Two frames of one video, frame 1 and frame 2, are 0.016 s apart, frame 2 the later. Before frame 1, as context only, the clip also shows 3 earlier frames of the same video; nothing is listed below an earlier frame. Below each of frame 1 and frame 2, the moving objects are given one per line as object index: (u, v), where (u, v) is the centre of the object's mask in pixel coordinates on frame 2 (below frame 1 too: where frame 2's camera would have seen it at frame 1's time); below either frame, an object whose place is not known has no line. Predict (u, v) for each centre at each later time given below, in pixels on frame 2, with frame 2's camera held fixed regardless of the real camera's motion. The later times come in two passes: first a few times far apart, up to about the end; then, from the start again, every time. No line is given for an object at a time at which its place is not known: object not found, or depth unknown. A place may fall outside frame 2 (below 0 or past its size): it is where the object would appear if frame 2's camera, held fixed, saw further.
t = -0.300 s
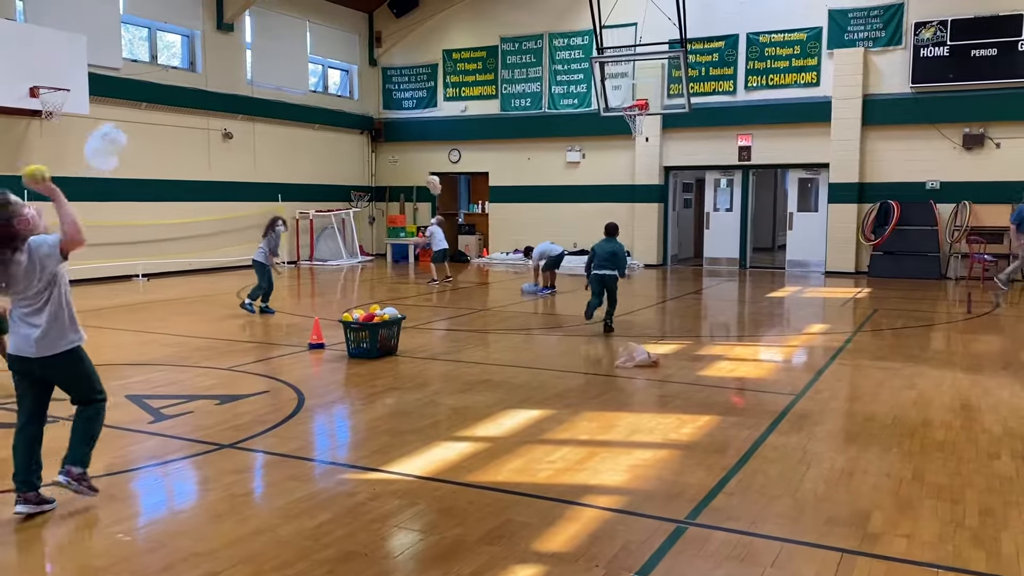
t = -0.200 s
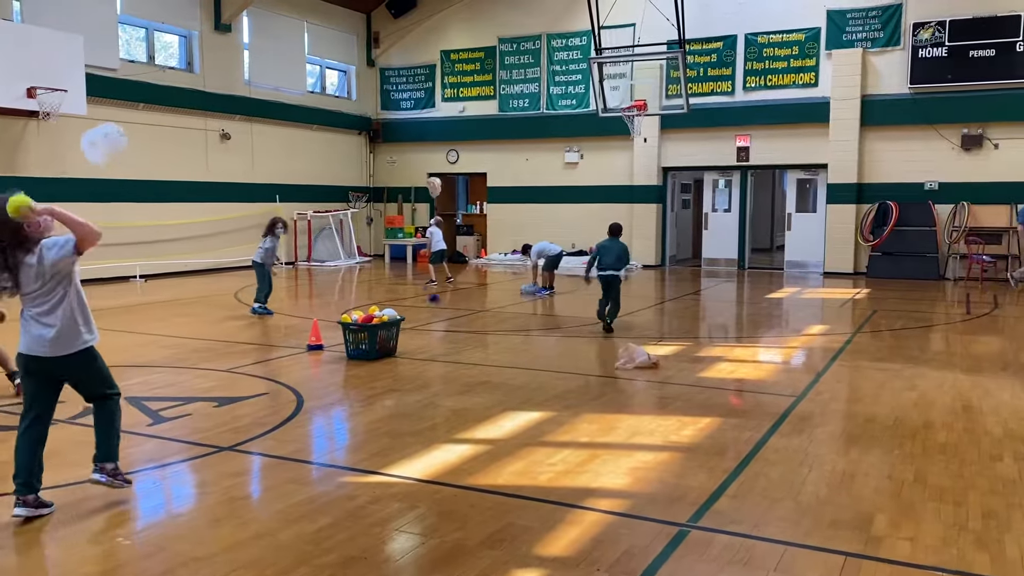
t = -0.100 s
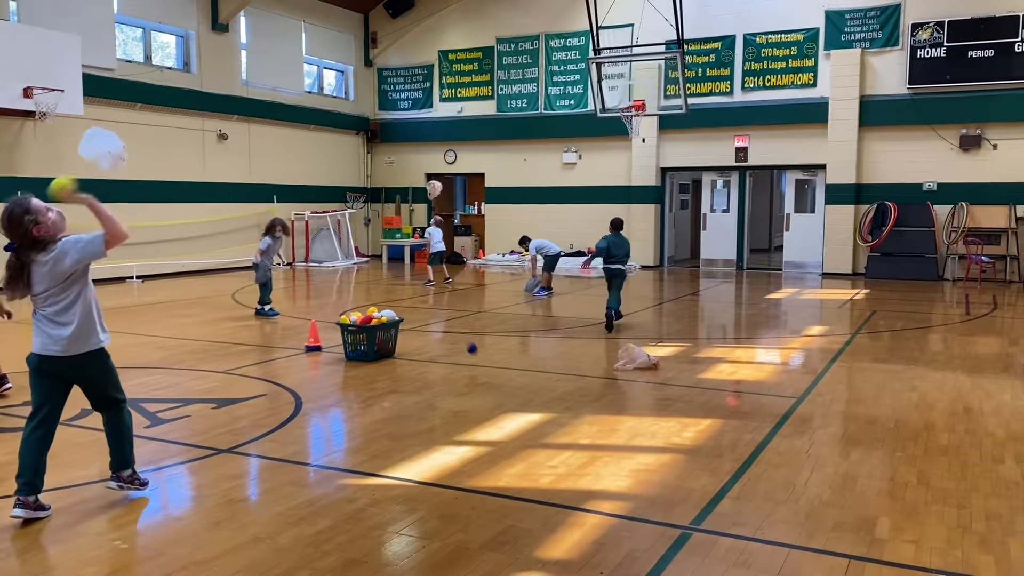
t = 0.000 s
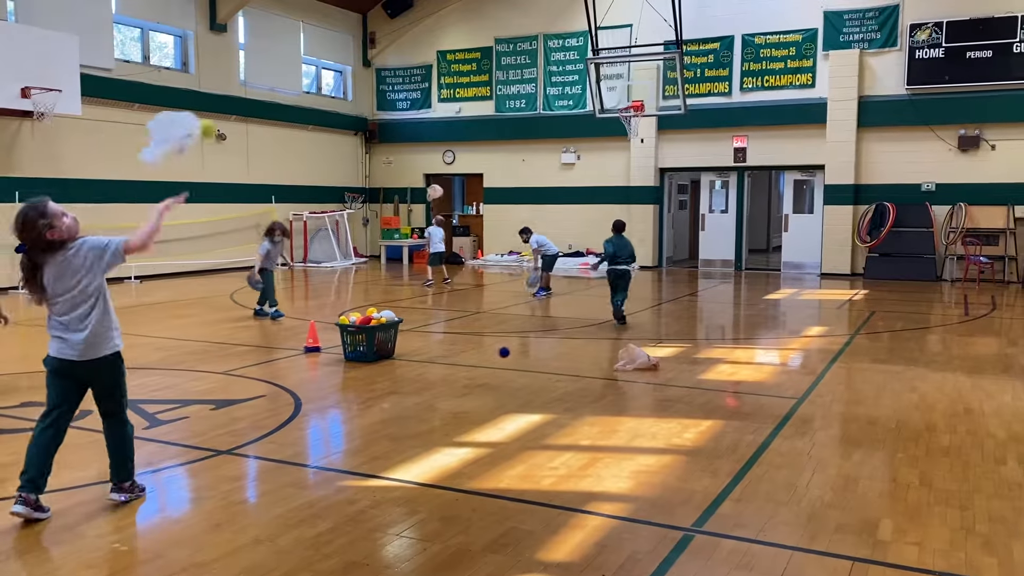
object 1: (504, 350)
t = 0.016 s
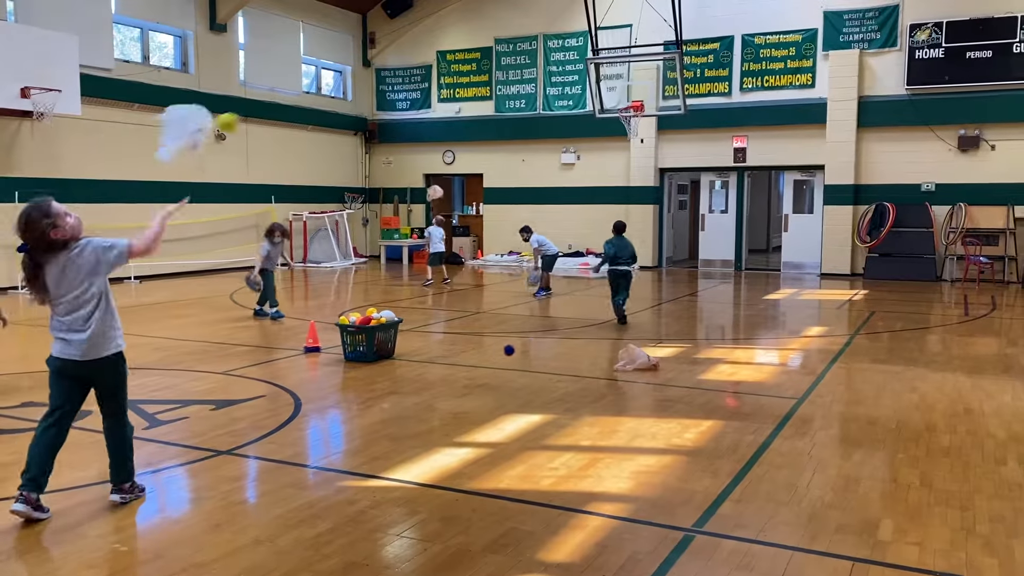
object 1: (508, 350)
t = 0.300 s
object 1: (600, 365)
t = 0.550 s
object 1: (680, 388)
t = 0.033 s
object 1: (514, 348)
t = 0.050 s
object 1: (519, 346)
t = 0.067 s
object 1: (524, 346)
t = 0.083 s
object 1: (529, 344)
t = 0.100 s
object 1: (534, 344)
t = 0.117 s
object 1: (539, 344)
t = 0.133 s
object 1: (545, 344)
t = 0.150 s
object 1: (550, 345)
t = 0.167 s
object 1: (555, 345)
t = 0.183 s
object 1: (561, 347)
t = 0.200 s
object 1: (566, 348)
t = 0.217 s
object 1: (572, 350)
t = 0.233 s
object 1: (577, 352)
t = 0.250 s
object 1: (582, 355)
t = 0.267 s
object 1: (588, 358)
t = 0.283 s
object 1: (594, 361)
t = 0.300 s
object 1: (600, 365)
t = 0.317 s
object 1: (605, 369)
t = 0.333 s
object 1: (611, 374)
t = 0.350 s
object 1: (616, 379)
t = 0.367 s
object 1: (622, 385)
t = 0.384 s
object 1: (628, 390)
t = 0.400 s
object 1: (633, 395)
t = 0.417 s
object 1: (639, 393)
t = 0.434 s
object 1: (644, 391)
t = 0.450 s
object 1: (649, 389)
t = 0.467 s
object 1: (654, 388)
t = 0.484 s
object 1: (659, 387)
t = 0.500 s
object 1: (665, 386)
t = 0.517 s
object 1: (670, 387)
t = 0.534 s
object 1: (675, 387)
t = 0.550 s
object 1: (680, 388)
